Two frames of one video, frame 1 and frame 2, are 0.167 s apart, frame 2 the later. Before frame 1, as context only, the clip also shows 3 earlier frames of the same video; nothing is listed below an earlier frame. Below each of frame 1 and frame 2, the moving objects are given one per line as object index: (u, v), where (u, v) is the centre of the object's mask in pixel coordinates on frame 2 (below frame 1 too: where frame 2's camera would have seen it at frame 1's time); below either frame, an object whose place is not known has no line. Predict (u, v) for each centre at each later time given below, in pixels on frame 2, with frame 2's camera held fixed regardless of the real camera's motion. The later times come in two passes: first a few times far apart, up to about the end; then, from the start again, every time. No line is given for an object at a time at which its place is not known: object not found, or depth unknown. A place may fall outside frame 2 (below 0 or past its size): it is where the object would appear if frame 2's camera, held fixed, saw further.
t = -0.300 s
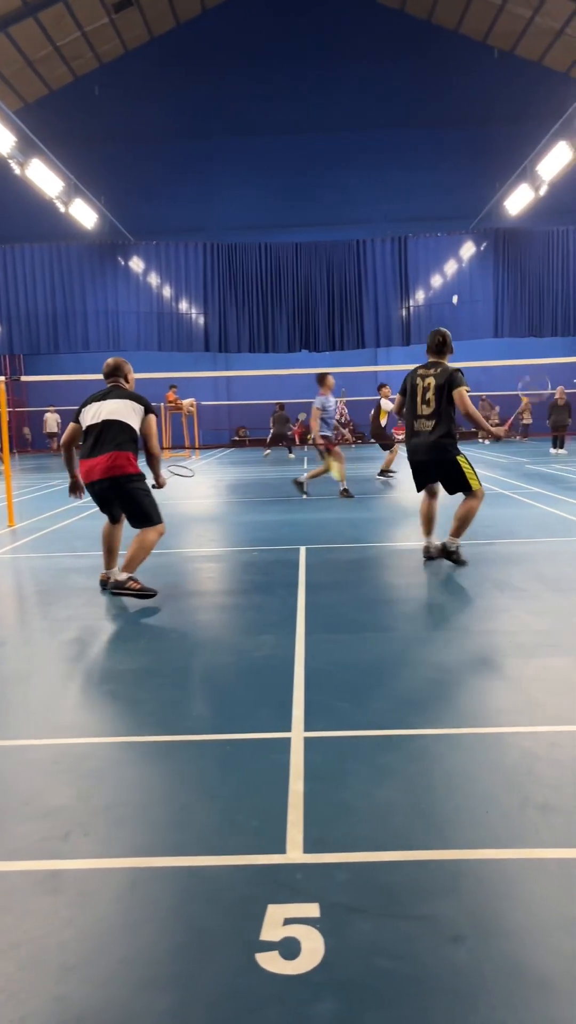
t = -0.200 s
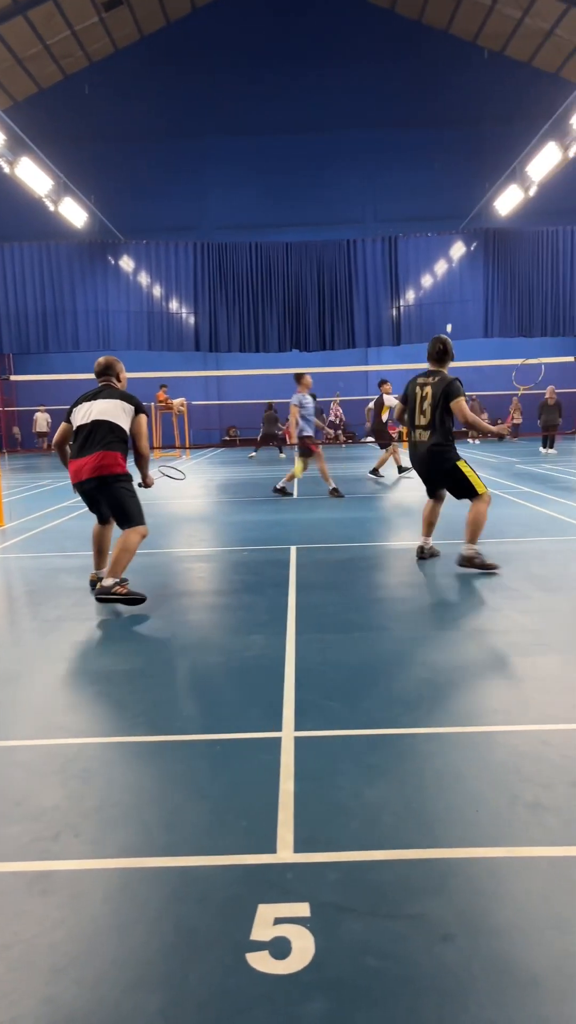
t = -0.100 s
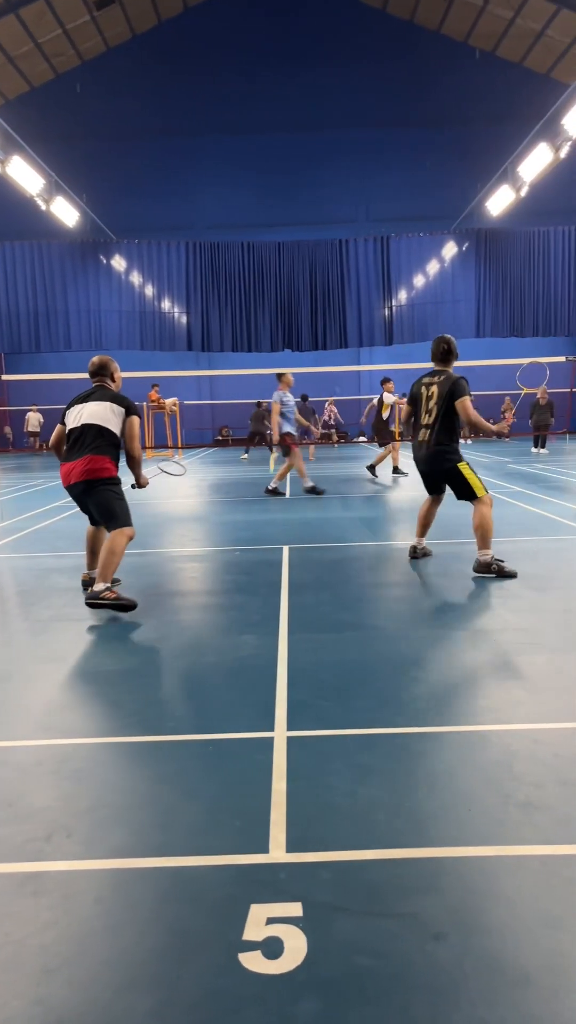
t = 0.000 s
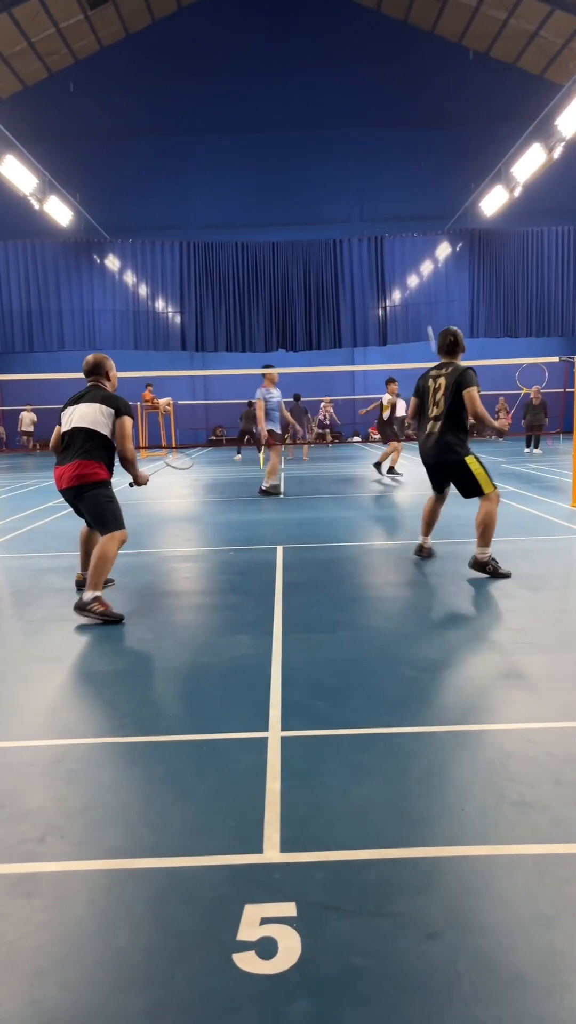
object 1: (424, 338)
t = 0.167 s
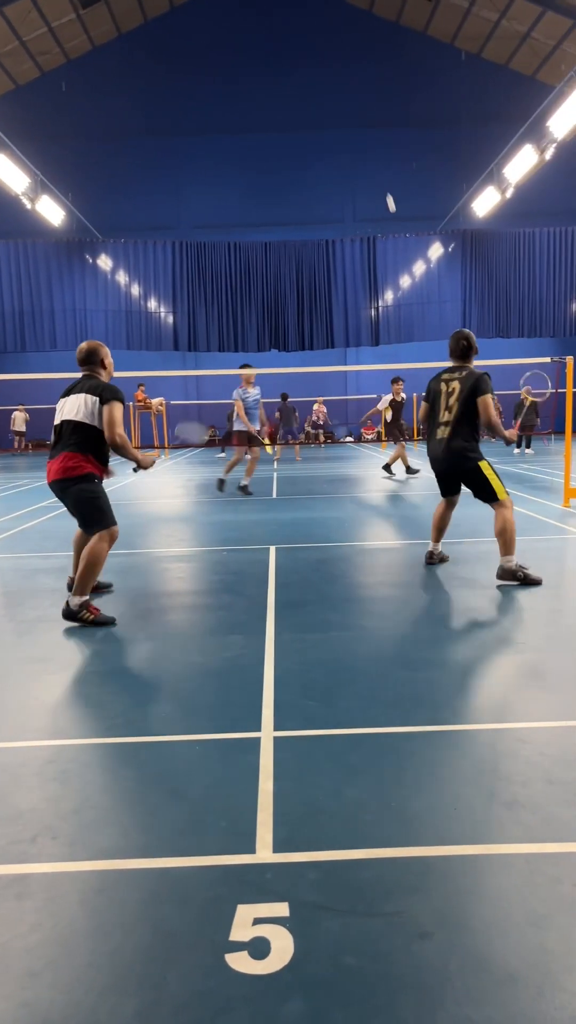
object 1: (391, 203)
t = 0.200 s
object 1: (384, 181)
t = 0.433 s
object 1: (344, 63)
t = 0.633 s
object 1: (308, 14)
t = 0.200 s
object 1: (384, 181)
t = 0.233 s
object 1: (379, 161)
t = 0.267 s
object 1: (373, 141)
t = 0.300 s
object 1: (367, 123)
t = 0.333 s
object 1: (361, 106)
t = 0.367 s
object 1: (355, 91)
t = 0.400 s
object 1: (349, 77)
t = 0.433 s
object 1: (344, 63)
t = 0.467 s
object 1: (338, 51)
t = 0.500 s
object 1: (332, 41)
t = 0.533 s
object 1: (326, 32)
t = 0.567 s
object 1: (320, 24)
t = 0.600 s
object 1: (314, 18)
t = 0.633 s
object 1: (308, 14)
